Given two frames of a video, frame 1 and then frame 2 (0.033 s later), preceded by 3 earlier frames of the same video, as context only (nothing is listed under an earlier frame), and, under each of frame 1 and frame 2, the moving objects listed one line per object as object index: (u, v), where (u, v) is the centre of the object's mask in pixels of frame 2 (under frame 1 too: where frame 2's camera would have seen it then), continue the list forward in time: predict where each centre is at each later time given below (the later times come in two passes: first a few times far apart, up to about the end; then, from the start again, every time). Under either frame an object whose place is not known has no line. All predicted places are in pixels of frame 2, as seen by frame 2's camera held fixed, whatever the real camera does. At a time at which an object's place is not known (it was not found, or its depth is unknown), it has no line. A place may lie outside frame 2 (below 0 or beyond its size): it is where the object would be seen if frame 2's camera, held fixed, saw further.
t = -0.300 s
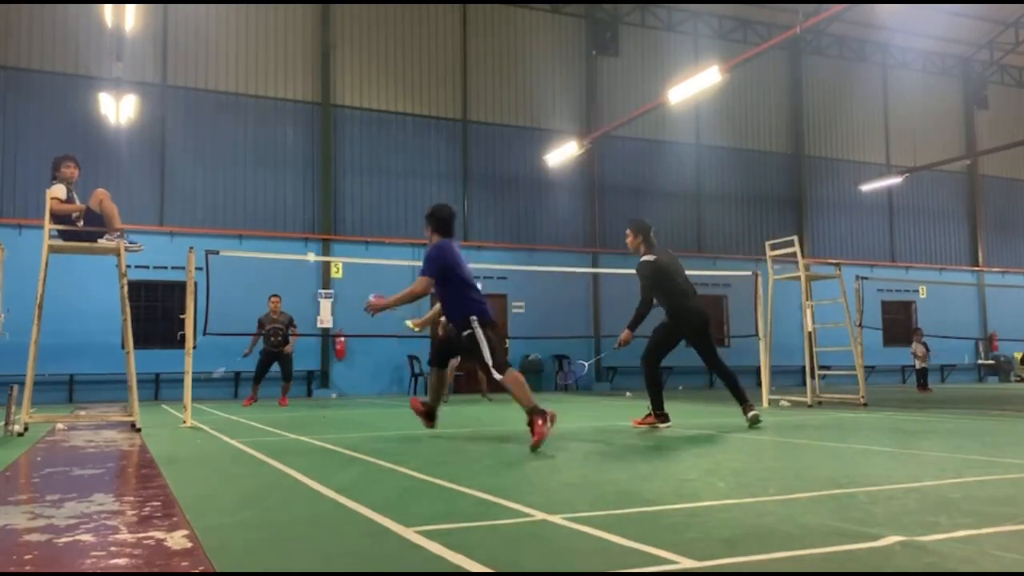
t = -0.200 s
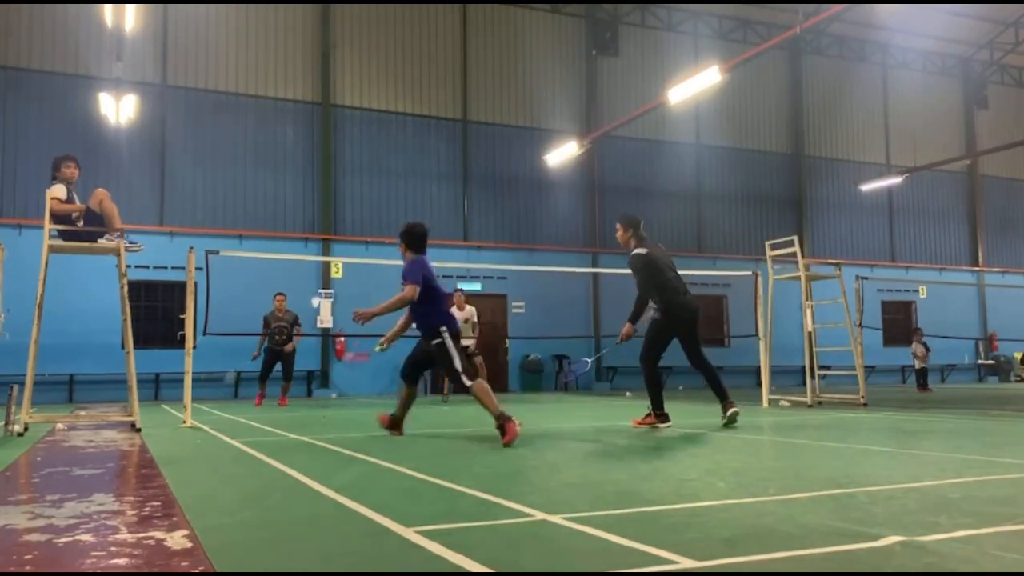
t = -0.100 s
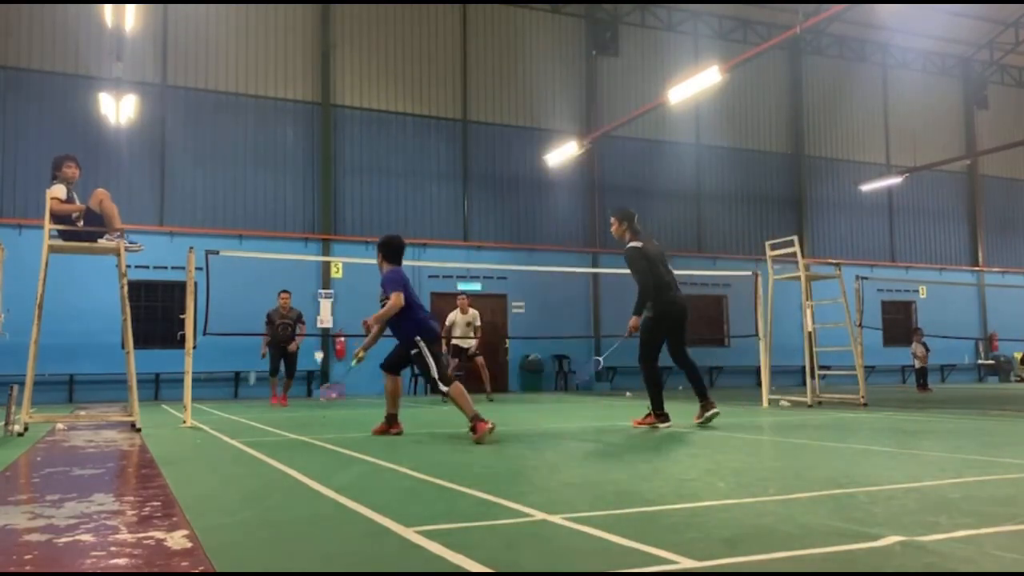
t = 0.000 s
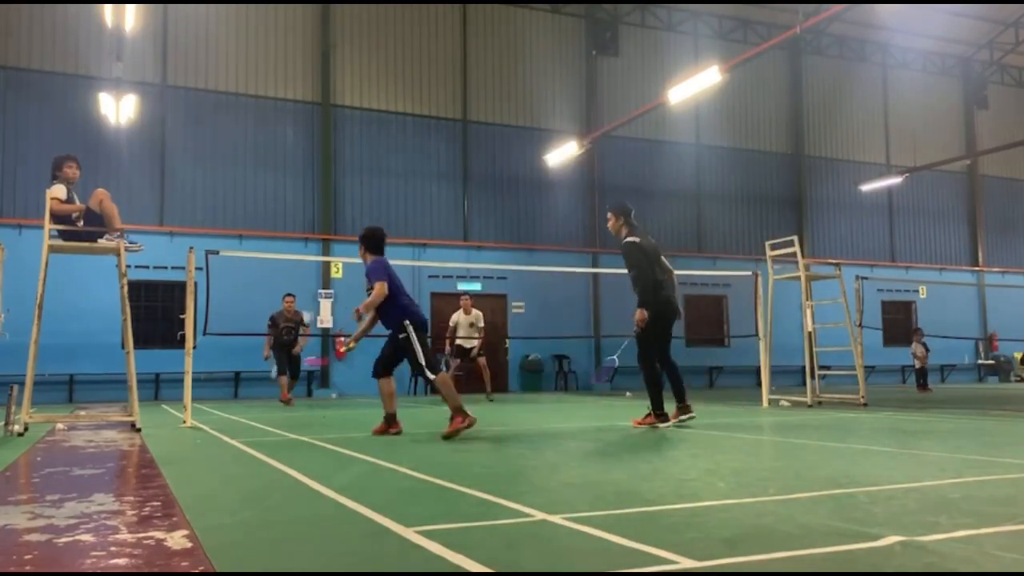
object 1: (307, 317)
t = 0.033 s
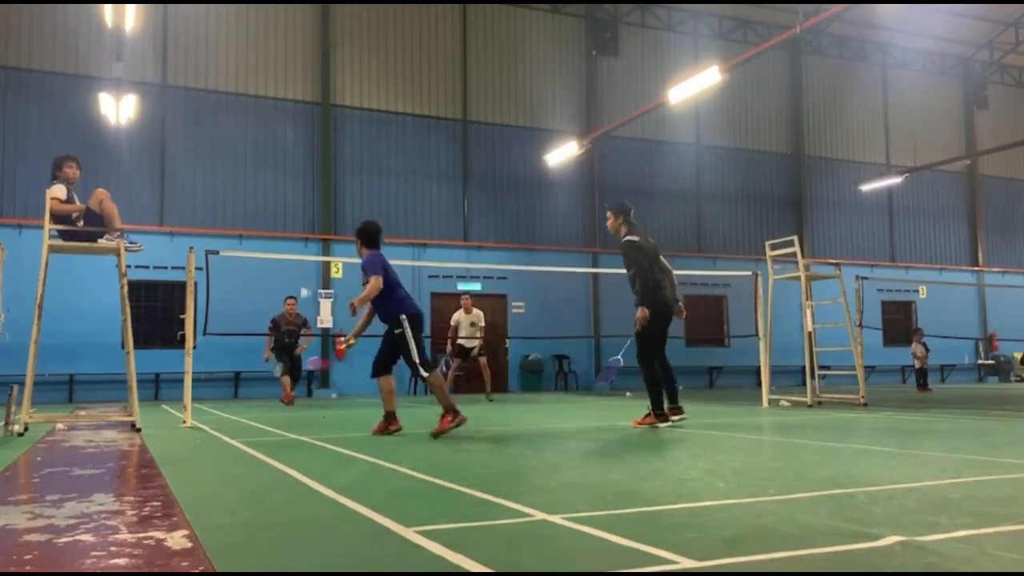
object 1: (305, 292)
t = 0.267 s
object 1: (292, 205)
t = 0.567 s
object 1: (271, 199)
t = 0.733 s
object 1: (264, 230)
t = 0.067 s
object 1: (302, 274)
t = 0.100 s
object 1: (302, 258)
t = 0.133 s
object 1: (303, 243)
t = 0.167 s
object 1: (301, 230)
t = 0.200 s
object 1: (298, 219)
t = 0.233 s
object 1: (295, 211)
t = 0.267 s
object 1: (292, 205)
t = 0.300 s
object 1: (289, 201)
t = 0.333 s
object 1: (286, 197)
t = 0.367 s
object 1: (282, 195)
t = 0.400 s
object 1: (280, 194)
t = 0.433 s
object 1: (277, 193)
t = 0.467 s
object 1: (276, 194)
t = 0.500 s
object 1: (274, 195)
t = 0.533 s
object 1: (273, 197)
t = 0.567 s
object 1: (271, 199)
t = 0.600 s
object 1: (270, 203)
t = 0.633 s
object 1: (268, 209)
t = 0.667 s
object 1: (267, 215)
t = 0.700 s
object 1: (265, 222)
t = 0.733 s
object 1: (264, 230)
